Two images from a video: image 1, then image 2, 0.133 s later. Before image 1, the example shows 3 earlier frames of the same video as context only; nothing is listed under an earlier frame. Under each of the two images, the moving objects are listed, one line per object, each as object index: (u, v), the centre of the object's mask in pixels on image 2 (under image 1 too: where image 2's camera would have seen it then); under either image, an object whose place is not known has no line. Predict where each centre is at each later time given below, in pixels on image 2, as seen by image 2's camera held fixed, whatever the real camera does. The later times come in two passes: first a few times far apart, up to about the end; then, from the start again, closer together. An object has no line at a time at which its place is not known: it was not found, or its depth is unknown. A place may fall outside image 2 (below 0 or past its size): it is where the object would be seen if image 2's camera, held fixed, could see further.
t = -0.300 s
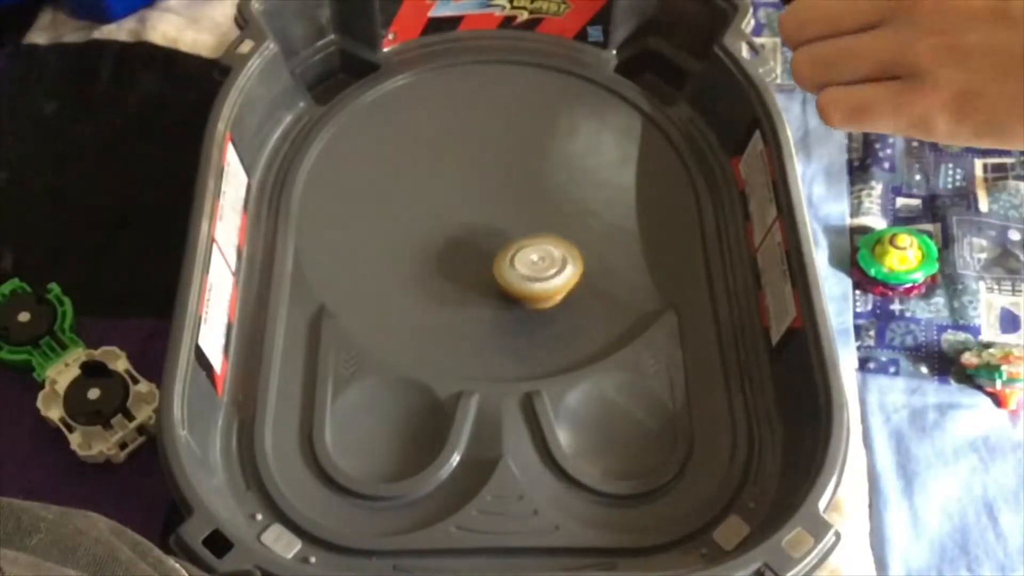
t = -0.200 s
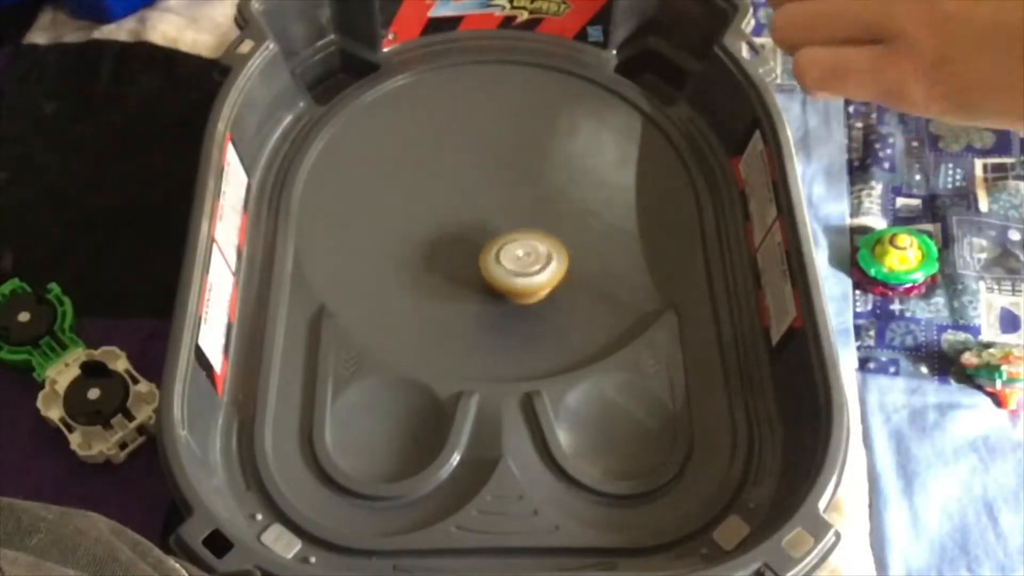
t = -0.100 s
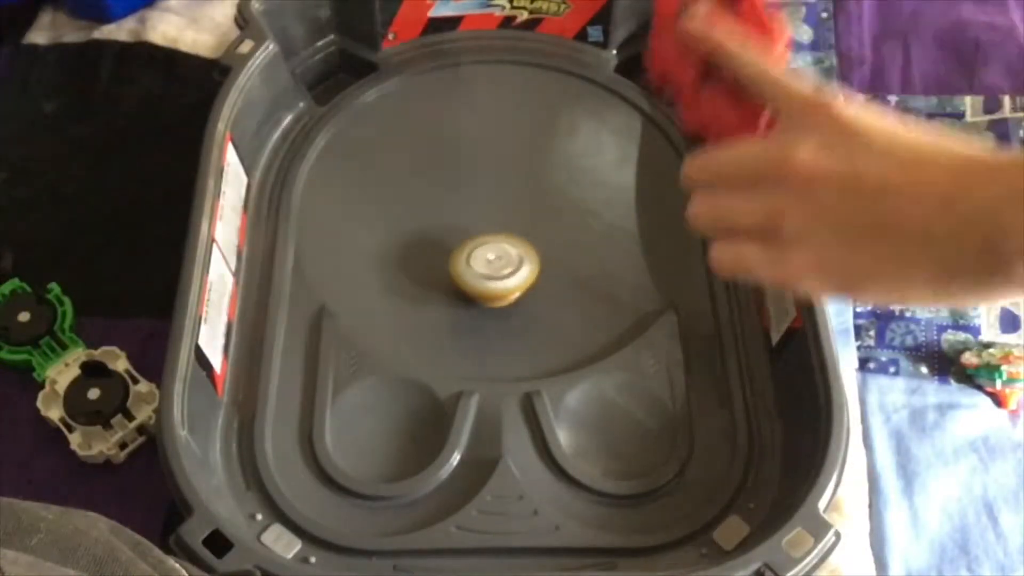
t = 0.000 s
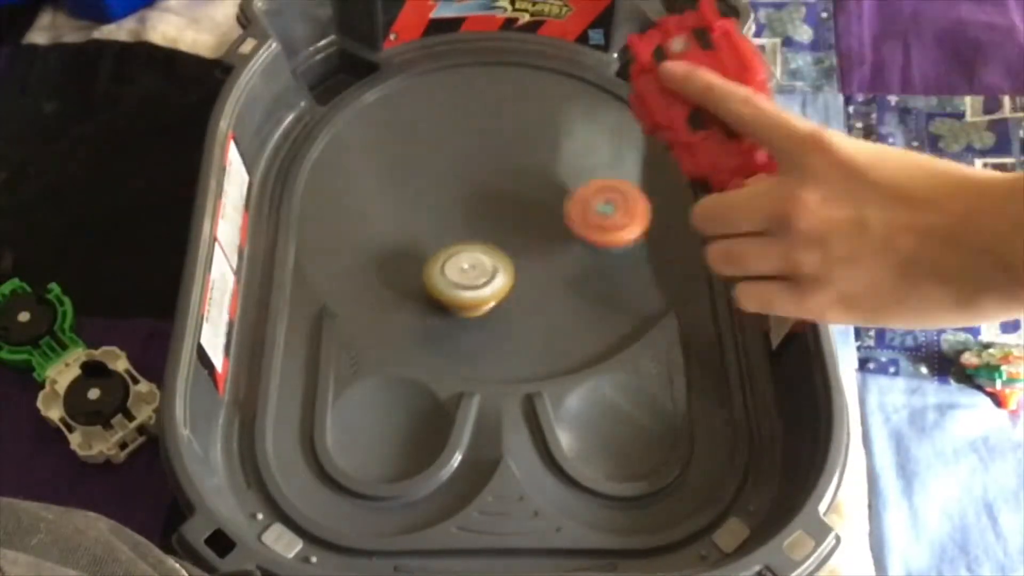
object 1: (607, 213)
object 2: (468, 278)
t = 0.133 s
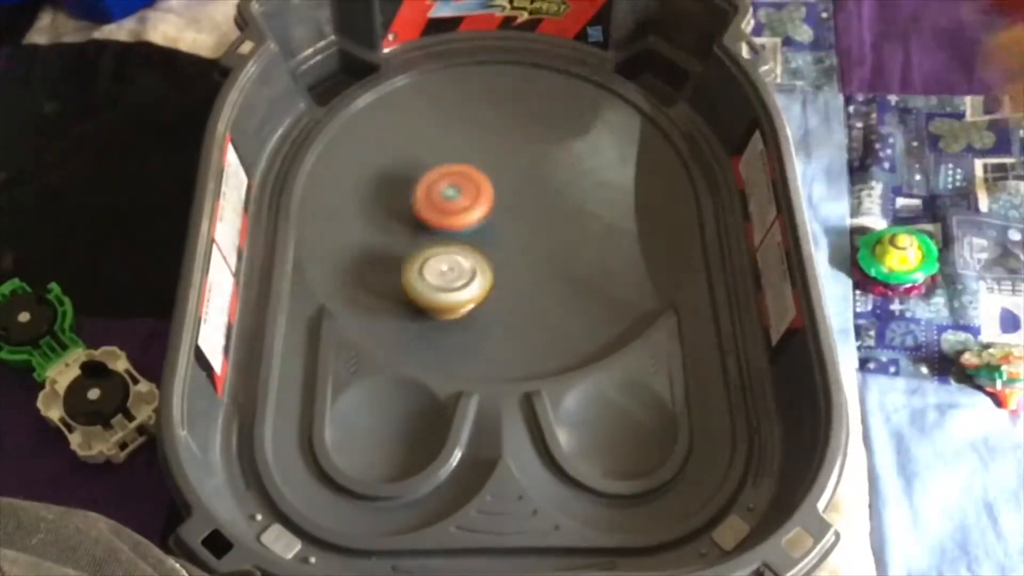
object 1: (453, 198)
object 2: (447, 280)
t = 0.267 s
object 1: (363, 198)
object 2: (448, 277)
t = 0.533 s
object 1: (417, 326)
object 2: (460, 250)
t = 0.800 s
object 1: (661, 247)
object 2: (440, 194)
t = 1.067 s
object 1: (486, 39)
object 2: (378, 174)
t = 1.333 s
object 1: (308, 255)
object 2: (419, 202)
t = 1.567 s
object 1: (382, 425)
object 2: (468, 182)
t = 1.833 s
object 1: (361, 354)
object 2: (498, 137)
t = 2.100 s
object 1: (336, 374)
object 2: (504, 122)
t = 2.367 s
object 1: (409, 374)
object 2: (514, 127)
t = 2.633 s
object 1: (339, 322)
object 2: (535, 140)
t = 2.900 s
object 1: (400, 322)
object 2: (556, 159)
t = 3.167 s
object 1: (597, 242)
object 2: (569, 174)
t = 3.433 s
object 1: (617, 184)
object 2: (544, 134)
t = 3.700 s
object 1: (558, 167)
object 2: (462, 192)
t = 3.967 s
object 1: (556, 212)
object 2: (481, 256)
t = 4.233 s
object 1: (601, 199)
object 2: (494, 253)
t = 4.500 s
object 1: (563, 172)
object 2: (488, 243)
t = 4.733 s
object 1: (522, 181)
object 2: (470, 236)
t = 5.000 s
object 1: (527, 192)
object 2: (439, 233)
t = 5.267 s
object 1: (533, 200)
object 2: (441, 217)
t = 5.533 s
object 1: (541, 202)
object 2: (452, 190)
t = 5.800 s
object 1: (550, 193)
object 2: (449, 163)
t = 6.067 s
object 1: (526, 198)
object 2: (460, 153)
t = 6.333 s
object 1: (531, 224)
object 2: (488, 151)
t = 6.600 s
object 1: (545, 222)
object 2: (524, 148)
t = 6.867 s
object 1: (531, 224)
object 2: (547, 146)
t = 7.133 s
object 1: (516, 233)
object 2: (556, 162)
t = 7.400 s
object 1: (491, 239)
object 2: (572, 179)
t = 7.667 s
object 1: (479, 237)
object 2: (566, 198)
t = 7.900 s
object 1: (459, 224)
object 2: (561, 218)
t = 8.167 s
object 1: (442, 217)
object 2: (553, 233)
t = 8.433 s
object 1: (457, 201)
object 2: (533, 241)
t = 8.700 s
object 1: (482, 165)
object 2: (506, 239)
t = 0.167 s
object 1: (424, 194)
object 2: (446, 279)
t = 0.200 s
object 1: (399, 192)
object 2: (446, 279)
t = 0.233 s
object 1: (379, 194)
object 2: (446, 279)
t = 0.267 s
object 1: (363, 198)
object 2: (448, 277)
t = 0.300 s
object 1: (352, 206)
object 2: (451, 276)
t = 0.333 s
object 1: (345, 217)
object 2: (454, 274)
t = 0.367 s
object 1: (343, 231)
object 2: (456, 271)
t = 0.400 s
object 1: (347, 248)
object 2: (459, 268)
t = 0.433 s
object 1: (356, 266)
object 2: (461, 265)
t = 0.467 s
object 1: (371, 286)
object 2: (461, 260)
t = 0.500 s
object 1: (391, 305)
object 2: (460, 256)
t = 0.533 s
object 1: (417, 326)
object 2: (460, 250)
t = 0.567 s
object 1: (449, 343)
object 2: (460, 244)
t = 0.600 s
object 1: (486, 353)
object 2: (459, 237)
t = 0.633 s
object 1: (524, 353)
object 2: (459, 230)
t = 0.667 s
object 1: (562, 343)
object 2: (458, 223)
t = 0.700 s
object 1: (598, 326)
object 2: (456, 215)
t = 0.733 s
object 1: (626, 303)
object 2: (452, 208)
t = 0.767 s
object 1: (647, 277)
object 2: (447, 201)
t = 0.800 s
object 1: (661, 247)
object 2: (440, 194)
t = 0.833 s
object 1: (664, 215)
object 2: (433, 188)
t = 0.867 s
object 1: (659, 183)
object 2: (425, 182)
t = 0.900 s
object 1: (647, 150)
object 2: (416, 178)
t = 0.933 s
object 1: (626, 119)
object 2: (406, 175)
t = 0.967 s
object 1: (598, 90)
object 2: (397, 172)
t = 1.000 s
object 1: (565, 67)
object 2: (390, 172)
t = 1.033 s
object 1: (526, 47)
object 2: (383, 172)
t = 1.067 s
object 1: (486, 39)
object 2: (378, 174)
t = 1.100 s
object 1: (445, 48)
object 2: (376, 175)
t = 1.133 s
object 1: (407, 65)
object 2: (375, 178)
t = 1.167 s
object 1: (369, 84)
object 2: (377, 181)
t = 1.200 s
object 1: (336, 108)
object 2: (381, 184)
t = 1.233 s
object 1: (313, 140)
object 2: (385, 188)
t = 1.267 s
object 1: (300, 176)
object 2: (397, 194)
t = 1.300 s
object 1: (300, 216)
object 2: (408, 199)
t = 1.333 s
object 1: (308, 255)
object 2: (419, 202)
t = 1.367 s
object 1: (319, 286)
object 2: (426, 203)
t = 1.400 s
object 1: (329, 306)
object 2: (434, 201)
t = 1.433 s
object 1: (340, 331)
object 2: (441, 199)
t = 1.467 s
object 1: (350, 351)
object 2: (448, 196)
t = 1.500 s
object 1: (362, 372)
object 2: (455, 191)
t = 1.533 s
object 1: (374, 399)
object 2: (462, 187)
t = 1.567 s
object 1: (382, 425)
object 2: (468, 182)
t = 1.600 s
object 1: (393, 442)
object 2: (473, 176)
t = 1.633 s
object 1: (403, 440)
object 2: (479, 170)
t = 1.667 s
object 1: (410, 432)
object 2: (483, 165)
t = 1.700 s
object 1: (416, 414)
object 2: (487, 158)
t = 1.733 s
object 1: (414, 393)
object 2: (491, 152)
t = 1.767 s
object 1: (403, 372)
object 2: (494, 147)
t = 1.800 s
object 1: (383, 360)
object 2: (497, 142)
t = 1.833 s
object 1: (361, 354)
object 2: (498, 137)
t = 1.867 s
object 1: (344, 352)
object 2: (500, 134)
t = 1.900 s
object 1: (329, 352)
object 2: (501, 131)
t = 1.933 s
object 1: (320, 352)
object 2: (502, 128)
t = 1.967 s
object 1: (317, 355)
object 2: (502, 126)
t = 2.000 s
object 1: (318, 358)
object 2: (503, 124)
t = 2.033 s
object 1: (322, 361)
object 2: (503, 123)
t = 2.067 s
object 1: (328, 367)
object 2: (504, 122)
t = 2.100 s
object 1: (336, 374)
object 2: (504, 122)
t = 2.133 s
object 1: (343, 385)
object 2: (505, 122)
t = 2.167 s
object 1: (355, 402)
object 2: (506, 121)
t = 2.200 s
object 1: (369, 423)
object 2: (506, 122)
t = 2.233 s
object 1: (386, 440)
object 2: (508, 122)
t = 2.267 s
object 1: (403, 438)
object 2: (509, 123)
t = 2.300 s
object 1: (413, 421)
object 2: (510, 124)
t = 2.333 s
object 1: (417, 397)
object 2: (512, 126)
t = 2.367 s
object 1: (409, 374)
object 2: (514, 127)
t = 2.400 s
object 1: (394, 357)
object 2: (516, 128)
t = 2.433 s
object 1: (377, 348)
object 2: (519, 130)
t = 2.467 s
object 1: (364, 341)
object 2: (521, 131)
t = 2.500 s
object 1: (355, 335)
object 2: (524, 132)
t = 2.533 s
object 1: (348, 331)
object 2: (527, 134)
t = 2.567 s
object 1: (343, 328)
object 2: (529, 136)
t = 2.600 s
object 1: (341, 325)
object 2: (533, 138)
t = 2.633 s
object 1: (339, 322)
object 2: (535, 140)
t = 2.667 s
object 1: (338, 318)
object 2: (538, 142)
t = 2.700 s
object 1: (337, 315)
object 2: (541, 144)
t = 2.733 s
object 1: (337, 313)
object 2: (544, 147)
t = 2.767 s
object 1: (340, 312)
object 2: (546, 149)
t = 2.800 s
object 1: (347, 313)
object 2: (549, 151)
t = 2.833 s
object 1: (359, 315)
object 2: (552, 154)
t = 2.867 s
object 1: (377, 320)
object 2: (554, 156)
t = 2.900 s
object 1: (400, 322)
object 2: (556, 159)
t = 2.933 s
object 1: (428, 320)
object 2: (558, 162)
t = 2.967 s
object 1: (459, 317)
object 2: (560, 164)
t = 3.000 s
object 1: (491, 313)
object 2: (563, 166)
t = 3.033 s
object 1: (520, 304)
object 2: (564, 169)
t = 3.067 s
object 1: (546, 293)
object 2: (565, 171)
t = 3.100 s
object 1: (568, 276)
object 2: (567, 173)
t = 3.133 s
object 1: (585, 258)
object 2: (568, 176)
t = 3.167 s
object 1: (597, 242)
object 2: (569, 174)
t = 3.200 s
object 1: (606, 242)
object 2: (568, 162)
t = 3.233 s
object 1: (612, 237)
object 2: (568, 153)
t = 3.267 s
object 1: (615, 228)
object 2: (567, 147)
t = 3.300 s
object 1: (617, 217)
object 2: (567, 144)
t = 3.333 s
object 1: (617, 203)
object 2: (566, 143)
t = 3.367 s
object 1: (618, 194)
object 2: (563, 139)
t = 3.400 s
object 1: (619, 190)
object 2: (554, 135)
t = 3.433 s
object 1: (617, 184)
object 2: (544, 134)
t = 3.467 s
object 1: (612, 177)
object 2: (532, 136)
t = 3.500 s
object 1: (604, 169)
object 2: (519, 141)
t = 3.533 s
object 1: (593, 163)
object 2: (509, 149)
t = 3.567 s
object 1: (583, 160)
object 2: (498, 158)
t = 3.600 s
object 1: (579, 160)
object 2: (485, 165)
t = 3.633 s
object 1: (573, 161)
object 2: (474, 173)
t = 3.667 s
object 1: (565, 163)
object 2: (466, 183)
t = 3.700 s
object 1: (558, 167)
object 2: (462, 192)
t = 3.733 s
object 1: (550, 172)
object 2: (462, 202)
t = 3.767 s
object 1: (544, 178)
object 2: (465, 212)
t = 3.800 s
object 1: (540, 185)
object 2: (469, 221)
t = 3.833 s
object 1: (541, 191)
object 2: (471, 231)
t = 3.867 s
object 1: (543, 198)
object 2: (474, 240)
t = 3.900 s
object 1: (545, 205)
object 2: (478, 246)
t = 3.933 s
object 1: (551, 209)
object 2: (479, 251)
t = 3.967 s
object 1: (556, 212)
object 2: (481, 256)
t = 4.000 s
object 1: (561, 215)
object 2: (485, 257)
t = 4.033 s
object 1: (565, 216)
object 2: (490, 258)
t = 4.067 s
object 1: (568, 217)
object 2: (496, 257)
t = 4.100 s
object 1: (570, 216)
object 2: (501, 256)
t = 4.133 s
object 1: (575, 214)
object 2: (504, 254)
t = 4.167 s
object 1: (586, 209)
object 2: (500, 254)
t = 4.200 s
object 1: (595, 204)
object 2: (496, 254)
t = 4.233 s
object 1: (601, 199)
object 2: (494, 253)
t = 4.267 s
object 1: (603, 195)
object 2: (493, 252)
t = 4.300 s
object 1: (604, 191)
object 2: (492, 251)
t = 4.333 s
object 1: (601, 186)
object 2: (491, 250)
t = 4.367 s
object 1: (597, 182)
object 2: (491, 249)
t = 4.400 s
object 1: (590, 179)
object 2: (490, 248)
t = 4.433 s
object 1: (582, 175)
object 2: (489, 246)
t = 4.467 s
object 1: (573, 173)
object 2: (488, 245)
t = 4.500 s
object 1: (563, 172)
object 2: (488, 243)
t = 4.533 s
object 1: (553, 172)
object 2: (487, 241)
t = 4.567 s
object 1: (543, 173)
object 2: (486, 240)
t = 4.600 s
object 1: (534, 176)
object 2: (485, 238)
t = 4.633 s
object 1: (527, 179)
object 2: (483, 237)
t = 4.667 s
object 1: (523, 180)
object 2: (479, 238)
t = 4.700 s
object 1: (521, 180)
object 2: (475, 237)
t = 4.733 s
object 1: (522, 181)
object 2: (470, 236)
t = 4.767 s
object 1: (522, 183)
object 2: (467, 235)
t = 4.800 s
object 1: (521, 186)
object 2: (462, 235)
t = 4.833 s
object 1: (525, 186)
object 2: (454, 236)
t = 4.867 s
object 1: (526, 187)
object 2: (448, 236)
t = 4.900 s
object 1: (526, 189)
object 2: (445, 236)
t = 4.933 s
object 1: (527, 190)
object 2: (442, 235)
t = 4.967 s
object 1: (527, 191)
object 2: (440, 234)
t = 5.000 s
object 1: (527, 192)
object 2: (439, 233)
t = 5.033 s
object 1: (528, 193)
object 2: (438, 232)
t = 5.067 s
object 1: (528, 195)
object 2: (438, 230)
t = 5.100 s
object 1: (529, 195)
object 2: (438, 229)
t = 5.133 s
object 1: (530, 197)
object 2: (438, 227)
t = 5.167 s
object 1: (530, 198)
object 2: (439, 224)
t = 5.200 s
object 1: (531, 199)
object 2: (439, 222)
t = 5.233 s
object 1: (532, 199)
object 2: (440, 219)
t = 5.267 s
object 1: (533, 200)
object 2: (441, 217)
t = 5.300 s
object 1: (534, 201)
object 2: (442, 214)
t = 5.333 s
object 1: (535, 201)
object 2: (443, 212)
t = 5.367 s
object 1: (536, 202)
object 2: (446, 207)
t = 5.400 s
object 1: (537, 202)
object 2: (448, 204)
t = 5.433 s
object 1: (538, 202)
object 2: (449, 201)
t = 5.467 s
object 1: (538, 202)
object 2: (451, 198)
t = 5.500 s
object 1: (538, 202)
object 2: (453, 194)
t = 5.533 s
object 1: (541, 202)
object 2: (452, 190)
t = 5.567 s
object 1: (545, 202)
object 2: (450, 186)
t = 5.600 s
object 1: (547, 202)
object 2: (449, 182)
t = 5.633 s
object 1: (549, 201)
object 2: (449, 178)
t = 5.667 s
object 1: (551, 200)
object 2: (448, 175)
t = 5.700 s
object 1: (552, 198)
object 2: (448, 172)
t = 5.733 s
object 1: (552, 197)
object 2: (448, 169)
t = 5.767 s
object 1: (551, 194)
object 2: (448, 166)
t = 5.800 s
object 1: (550, 193)
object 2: (449, 163)
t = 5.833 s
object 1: (547, 192)
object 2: (449, 161)
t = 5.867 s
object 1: (545, 191)
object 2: (450, 159)
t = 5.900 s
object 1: (542, 191)
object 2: (452, 158)
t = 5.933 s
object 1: (538, 191)
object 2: (454, 157)
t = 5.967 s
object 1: (535, 192)
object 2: (455, 155)
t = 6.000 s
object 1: (531, 193)
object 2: (456, 154)
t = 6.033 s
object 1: (528, 195)
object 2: (458, 154)
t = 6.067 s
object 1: (526, 198)
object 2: (460, 153)
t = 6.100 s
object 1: (525, 202)
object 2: (463, 151)
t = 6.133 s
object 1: (524, 206)
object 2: (465, 150)
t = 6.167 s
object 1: (524, 210)
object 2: (468, 151)
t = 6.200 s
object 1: (525, 213)
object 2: (472, 151)
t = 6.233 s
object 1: (526, 216)
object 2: (476, 151)
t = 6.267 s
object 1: (528, 219)
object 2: (480, 151)
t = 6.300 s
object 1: (529, 222)
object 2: (484, 150)
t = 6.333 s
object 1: (531, 224)
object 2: (488, 151)
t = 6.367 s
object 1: (533, 226)
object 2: (493, 150)
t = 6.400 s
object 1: (535, 227)
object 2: (498, 149)
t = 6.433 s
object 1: (537, 228)
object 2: (502, 148)
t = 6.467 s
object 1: (540, 228)
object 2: (507, 149)
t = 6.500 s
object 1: (542, 227)
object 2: (512, 148)
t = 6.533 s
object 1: (544, 226)
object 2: (516, 147)
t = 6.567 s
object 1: (545, 225)
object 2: (520, 147)
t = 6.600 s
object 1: (545, 222)
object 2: (524, 148)
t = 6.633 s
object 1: (545, 220)
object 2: (528, 148)
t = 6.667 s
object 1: (544, 218)
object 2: (531, 147)
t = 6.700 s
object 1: (542, 219)
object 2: (535, 146)
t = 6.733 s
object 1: (540, 220)
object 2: (539, 145)
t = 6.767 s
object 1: (538, 221)
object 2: (541, 144)
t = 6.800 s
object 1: (536, 222)
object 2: (542, 145)
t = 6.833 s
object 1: (533, 223)
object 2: (545, 146)
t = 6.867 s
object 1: (531, 224)
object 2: (547, 146)
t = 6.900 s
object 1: (529, 226)
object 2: (547, 147)
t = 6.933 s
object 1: (527, 227)
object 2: (549, 149)
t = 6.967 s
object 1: (524, 228)
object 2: (551, 150)
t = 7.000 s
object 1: (522, 229)
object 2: (551, 151)
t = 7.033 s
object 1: (520, 230)
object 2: (552, 155)
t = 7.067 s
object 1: (519, 231)
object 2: (554, 157)
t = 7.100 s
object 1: (517, 232)
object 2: (555, 159)
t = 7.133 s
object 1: (516, 233)
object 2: (556, 162)
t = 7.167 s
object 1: (515, 233)
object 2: (557, 166)
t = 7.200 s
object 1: (514, 233)
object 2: (558, 168)
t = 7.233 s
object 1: (512, 233)
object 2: (559, 171)
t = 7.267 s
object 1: (508, 235)
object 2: (562, 174)
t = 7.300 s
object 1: (503, 236)
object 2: (568, 174)
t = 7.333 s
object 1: (499, 238)
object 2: (570, 175)
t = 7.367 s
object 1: (495, 238)
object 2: (572, 177)
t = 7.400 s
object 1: (491, 239)
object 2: (572, 179)
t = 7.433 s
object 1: (489, 239)
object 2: (572, 182)
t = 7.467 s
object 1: (487, 239)
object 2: (573, 184)
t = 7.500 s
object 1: (485, 240)
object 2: (572, 186)
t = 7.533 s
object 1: (483, 240)
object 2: (571, 189)
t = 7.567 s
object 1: (482, 239)
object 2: (571, 191)
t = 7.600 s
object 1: (481, 239)
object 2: (569, 193)
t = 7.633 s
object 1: (480, 238)
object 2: (568, 196)
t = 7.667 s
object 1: (479, 237)
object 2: (566, 198)
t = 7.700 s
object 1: (478, 236)
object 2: (563, 200)
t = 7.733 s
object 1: (478, 234)
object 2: (562, 203)
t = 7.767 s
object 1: (477, 232)
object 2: (559, 206)
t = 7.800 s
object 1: (475, 230)
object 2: (558, 209)
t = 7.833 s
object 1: (470, 228)
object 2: (559, 212)
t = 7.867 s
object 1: (464, 226)
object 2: (560, 215)
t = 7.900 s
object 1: (459, 224)
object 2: (561, 218)
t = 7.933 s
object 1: (455, 223)
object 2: (560, 220)
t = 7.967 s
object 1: (451, 221)
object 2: (560, 223)
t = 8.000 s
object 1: (447, 220)
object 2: (560, 225)
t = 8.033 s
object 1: (445, 219)
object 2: (558, 227)
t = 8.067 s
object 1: (444, 218)
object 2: (558, 229)
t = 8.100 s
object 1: (443, 218)
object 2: (556, 231)
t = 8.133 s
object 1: (442, 218)
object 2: (555, 233)
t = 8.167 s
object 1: (442, 217)
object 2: (553, 233)
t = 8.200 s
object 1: (443, 216)
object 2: (551, 235)
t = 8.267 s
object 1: (444, 214)
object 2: (547, 237)
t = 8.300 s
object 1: (446, 213)
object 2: (545, 238)
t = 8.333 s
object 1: (448, 211)
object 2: (542, 239)
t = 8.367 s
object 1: (451, 208)
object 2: (540, 240)
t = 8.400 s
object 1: (454, 205)
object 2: (536, 240)
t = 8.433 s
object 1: (457, 201)
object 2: (533, 241)
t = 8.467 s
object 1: (461, 197)
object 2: (531, 241)
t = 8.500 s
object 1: (465, 193)
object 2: (527, 242)
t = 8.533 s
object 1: (469, 188)
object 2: (524, 242)
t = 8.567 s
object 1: (472, 183)
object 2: (521, 242)
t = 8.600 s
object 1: (475, 179)
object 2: (517, 241)
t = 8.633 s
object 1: (478, 174)
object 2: (513, 241)
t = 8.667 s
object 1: (480, 169)
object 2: (510, 240)
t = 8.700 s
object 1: (482, 165)
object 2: (506, 239)
